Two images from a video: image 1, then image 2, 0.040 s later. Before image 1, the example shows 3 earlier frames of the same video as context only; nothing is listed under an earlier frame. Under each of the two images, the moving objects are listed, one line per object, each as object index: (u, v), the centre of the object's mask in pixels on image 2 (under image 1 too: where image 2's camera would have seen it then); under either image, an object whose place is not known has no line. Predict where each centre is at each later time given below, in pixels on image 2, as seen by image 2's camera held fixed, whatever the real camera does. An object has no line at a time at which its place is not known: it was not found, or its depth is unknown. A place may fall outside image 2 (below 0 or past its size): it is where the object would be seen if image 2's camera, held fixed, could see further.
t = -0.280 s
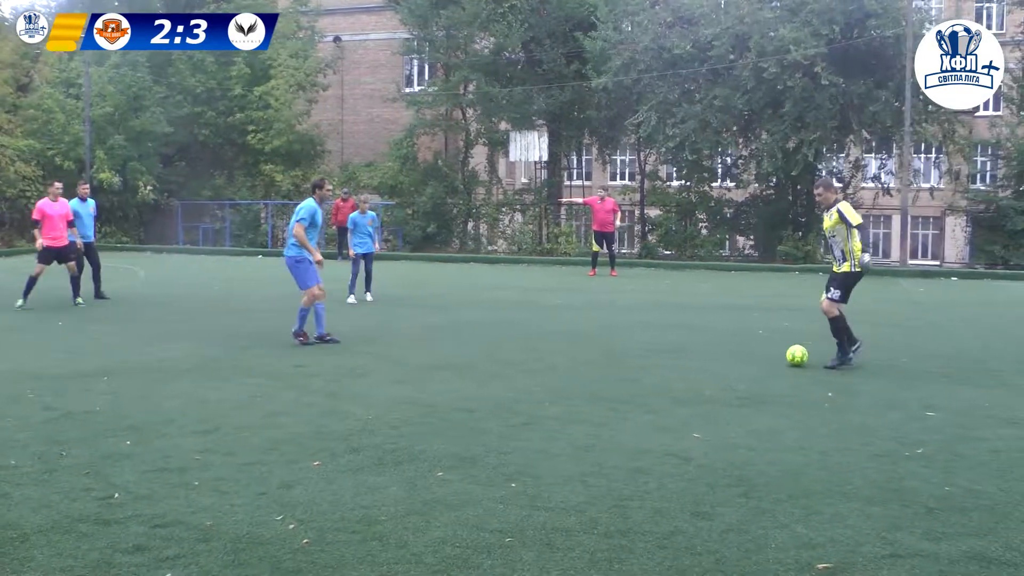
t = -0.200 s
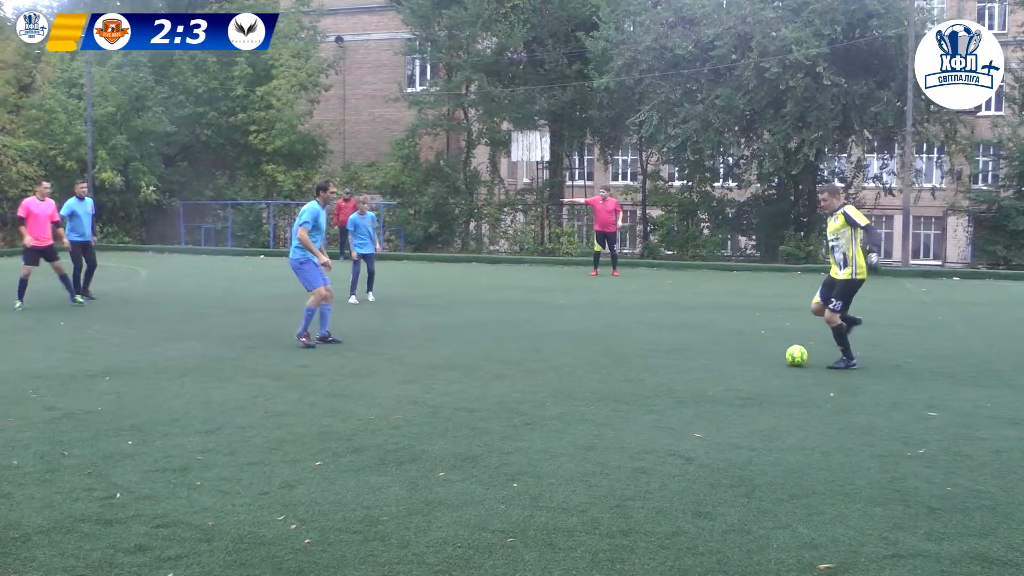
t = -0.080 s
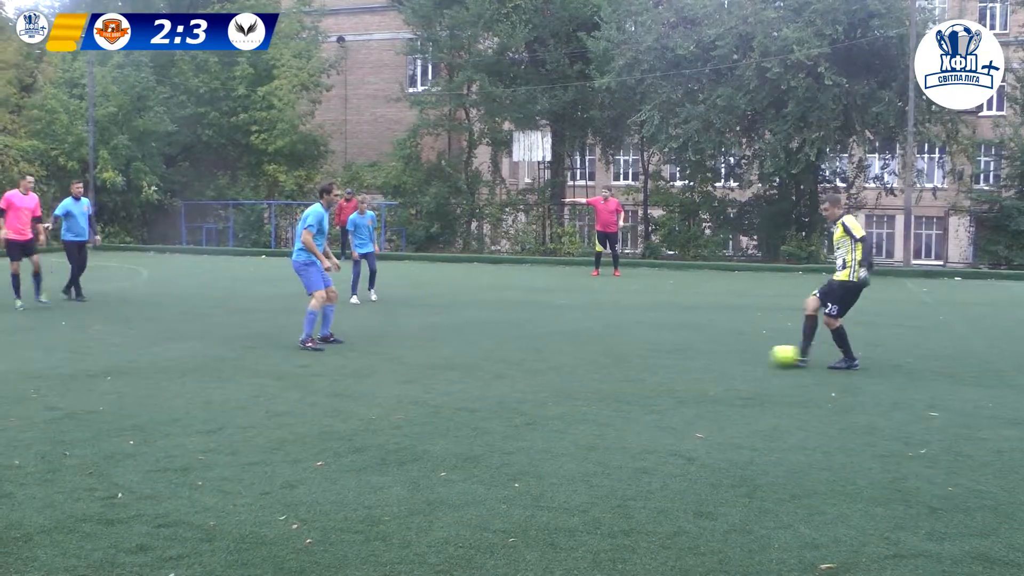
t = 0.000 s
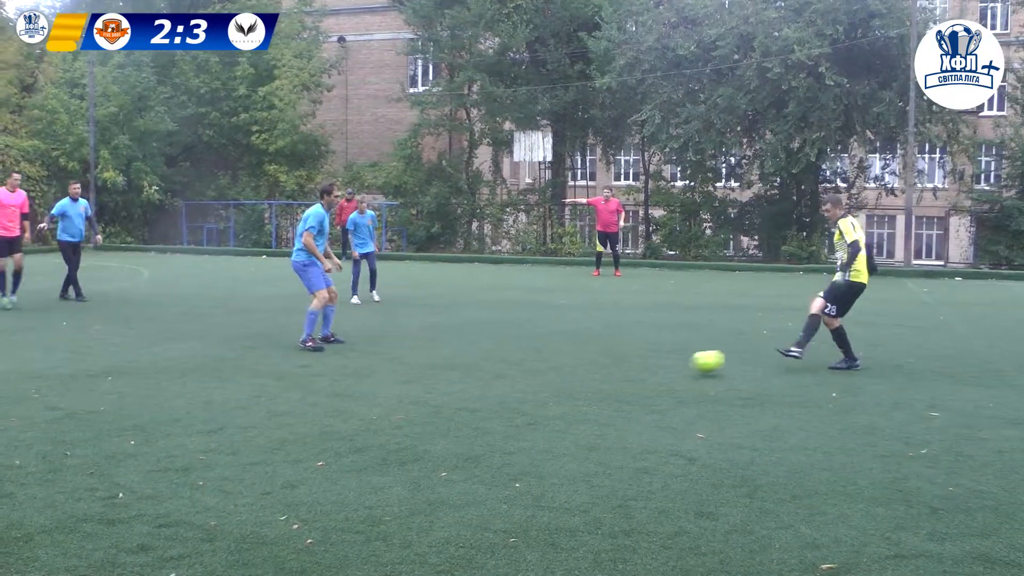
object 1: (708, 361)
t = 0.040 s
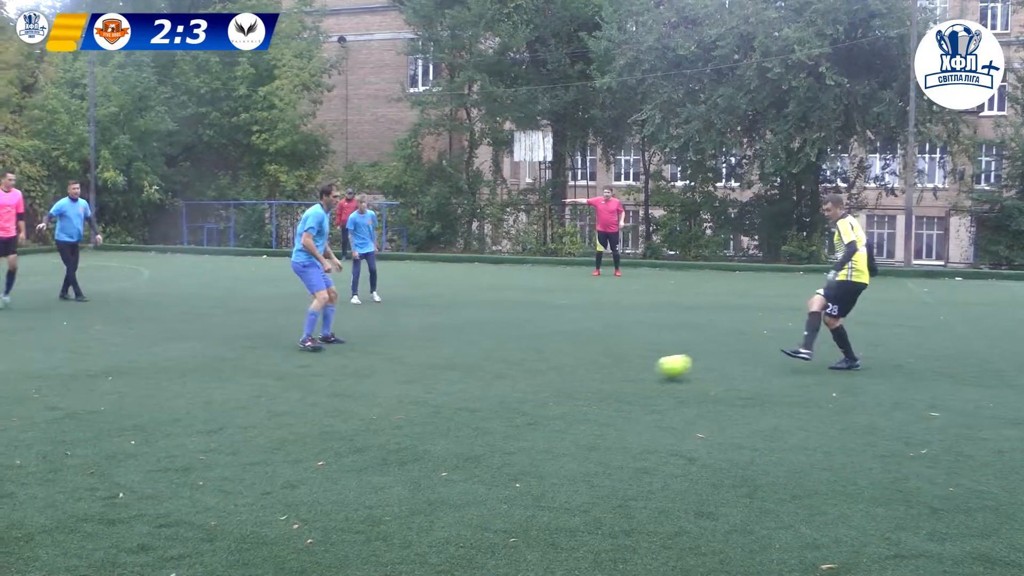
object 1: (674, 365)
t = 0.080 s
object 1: (638, 372)
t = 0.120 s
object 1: (585, 374)
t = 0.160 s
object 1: (548, 377)
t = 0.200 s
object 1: (488, 384)
